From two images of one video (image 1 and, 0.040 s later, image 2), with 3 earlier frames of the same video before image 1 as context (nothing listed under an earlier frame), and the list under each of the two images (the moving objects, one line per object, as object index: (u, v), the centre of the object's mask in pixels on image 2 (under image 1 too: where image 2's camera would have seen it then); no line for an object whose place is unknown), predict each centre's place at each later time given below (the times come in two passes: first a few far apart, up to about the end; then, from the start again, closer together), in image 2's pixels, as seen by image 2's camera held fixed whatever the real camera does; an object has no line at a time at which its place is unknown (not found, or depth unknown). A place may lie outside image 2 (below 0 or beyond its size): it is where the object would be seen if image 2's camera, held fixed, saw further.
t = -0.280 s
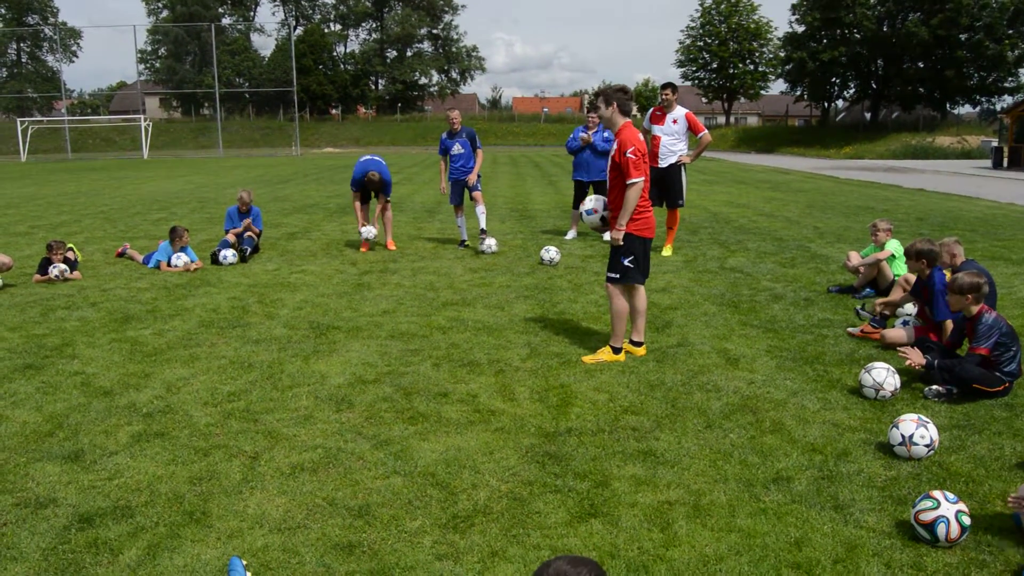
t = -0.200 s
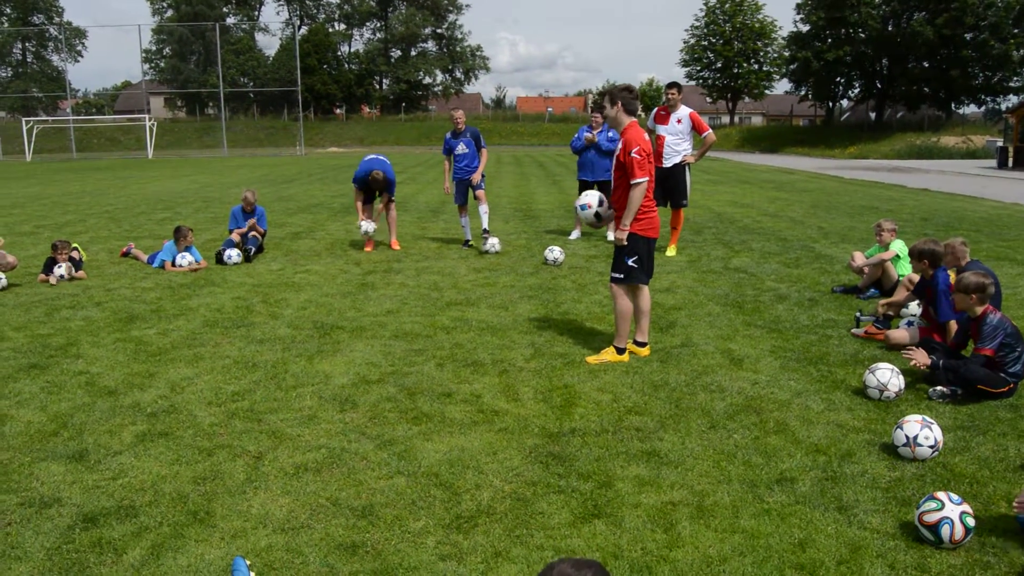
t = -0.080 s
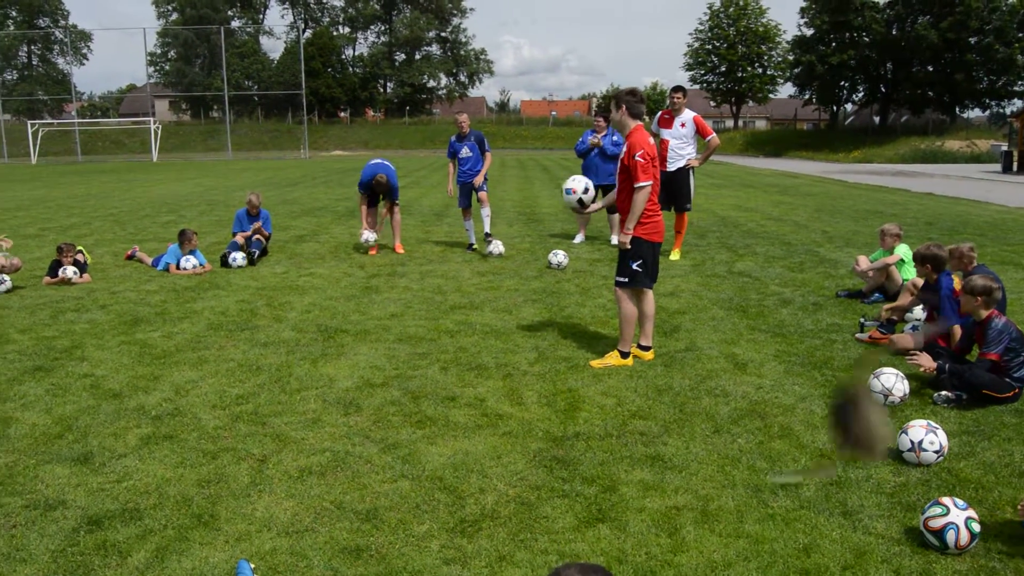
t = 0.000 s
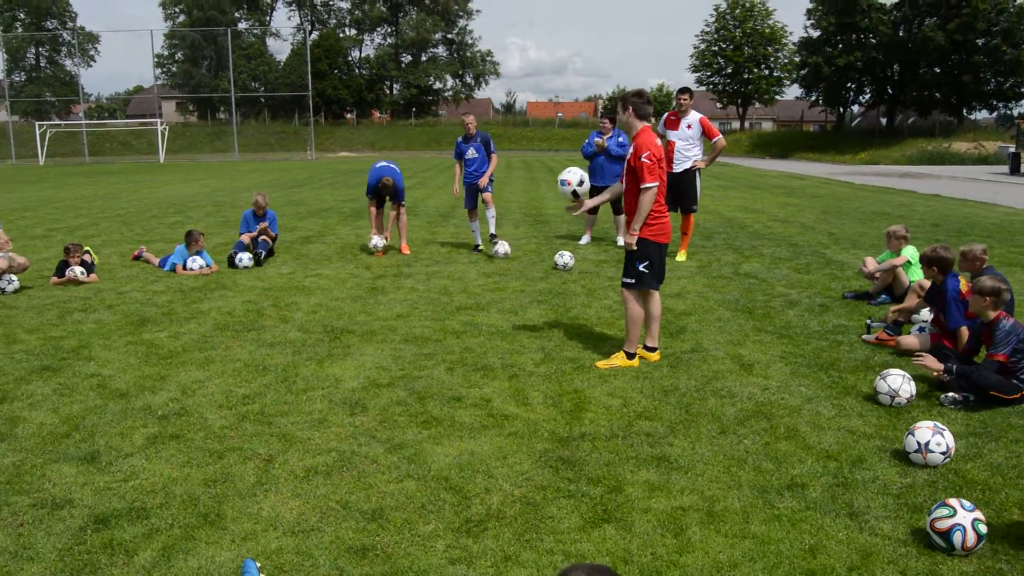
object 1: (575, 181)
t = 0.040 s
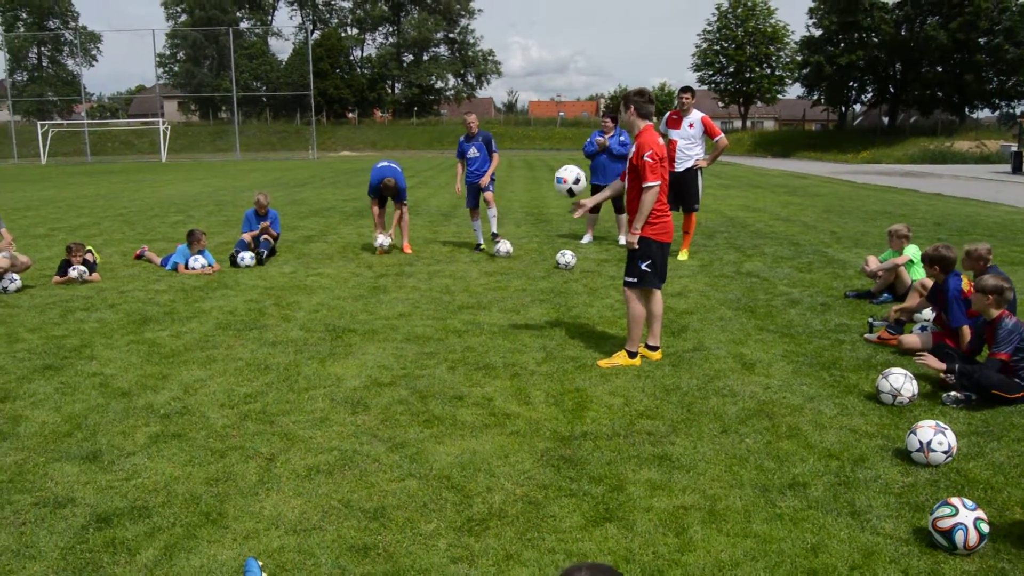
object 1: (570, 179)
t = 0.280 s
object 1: (538, 221)
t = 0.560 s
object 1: (504, 312)
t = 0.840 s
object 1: (482, 257)
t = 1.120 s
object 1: (461, 309)
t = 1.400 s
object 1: (441, 292)
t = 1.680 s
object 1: (425, 329)
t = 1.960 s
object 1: (410, 319)
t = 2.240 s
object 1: (397, 329)
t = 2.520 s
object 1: (382, 340)
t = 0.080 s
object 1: (565, 180)
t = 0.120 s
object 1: (559, 184)
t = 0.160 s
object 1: (554, 189)
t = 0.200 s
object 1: (549, 198)
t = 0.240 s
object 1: (543, 208)
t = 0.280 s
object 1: (538, 221)
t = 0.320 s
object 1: (533, 237)
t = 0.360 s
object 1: (527, 255)
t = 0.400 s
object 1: (522, 275)
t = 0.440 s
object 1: (517, 298)
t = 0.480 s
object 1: (511, 322)
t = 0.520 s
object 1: (507, 330)
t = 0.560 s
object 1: (504, 312)
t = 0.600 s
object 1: (501, 298)
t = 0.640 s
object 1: (497, 286)
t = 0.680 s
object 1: (494, 274)
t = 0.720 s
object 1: (491, 267)
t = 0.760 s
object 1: (487, 261)
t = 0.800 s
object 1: (485, 257)
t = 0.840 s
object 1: (482, 257)
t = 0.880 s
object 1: (478, 257)
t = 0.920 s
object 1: (476, 260)
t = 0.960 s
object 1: (471, 266)
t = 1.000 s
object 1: (468, 273)
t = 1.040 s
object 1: (466, 283)
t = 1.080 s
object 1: (464, 295)
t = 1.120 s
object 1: (461, 309)
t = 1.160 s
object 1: (458, 326)
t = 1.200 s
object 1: (455, 332)
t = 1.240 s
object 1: (453, 319)
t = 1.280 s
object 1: (449, 309)
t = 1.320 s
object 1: (447, 301)
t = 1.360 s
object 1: (444, 295)
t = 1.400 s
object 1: (441, 292)
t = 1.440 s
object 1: (439, 290)
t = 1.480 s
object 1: (437, 291)
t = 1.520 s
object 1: (435, 294)
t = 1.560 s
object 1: (432, 299)
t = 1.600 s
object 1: (430, 307)
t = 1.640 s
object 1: (428, 317)
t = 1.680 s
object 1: (425, 329)
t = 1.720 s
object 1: (423, 331)
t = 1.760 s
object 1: (421, 323)
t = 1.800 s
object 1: (419, 318)
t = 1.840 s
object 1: (417, 315)
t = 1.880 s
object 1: (415, 314)
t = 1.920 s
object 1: (412, 315)
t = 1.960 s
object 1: (410, 319)
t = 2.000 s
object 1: (408, 325)
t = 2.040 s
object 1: (406, 334)
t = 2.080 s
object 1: (404, 336)
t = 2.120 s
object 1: (402, 330)
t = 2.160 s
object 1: (400, 328)
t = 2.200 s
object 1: (398, 328)
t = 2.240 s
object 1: (397, 329)
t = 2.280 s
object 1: (395, 333)
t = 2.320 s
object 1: (393, 339)
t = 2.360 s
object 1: (390, 337)
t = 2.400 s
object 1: (388, 336)
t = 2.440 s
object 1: (386, 338)
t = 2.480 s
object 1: (384, 341)
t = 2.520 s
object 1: (382, 340)
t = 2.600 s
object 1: (379, 341)
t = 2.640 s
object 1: (377, 340)
